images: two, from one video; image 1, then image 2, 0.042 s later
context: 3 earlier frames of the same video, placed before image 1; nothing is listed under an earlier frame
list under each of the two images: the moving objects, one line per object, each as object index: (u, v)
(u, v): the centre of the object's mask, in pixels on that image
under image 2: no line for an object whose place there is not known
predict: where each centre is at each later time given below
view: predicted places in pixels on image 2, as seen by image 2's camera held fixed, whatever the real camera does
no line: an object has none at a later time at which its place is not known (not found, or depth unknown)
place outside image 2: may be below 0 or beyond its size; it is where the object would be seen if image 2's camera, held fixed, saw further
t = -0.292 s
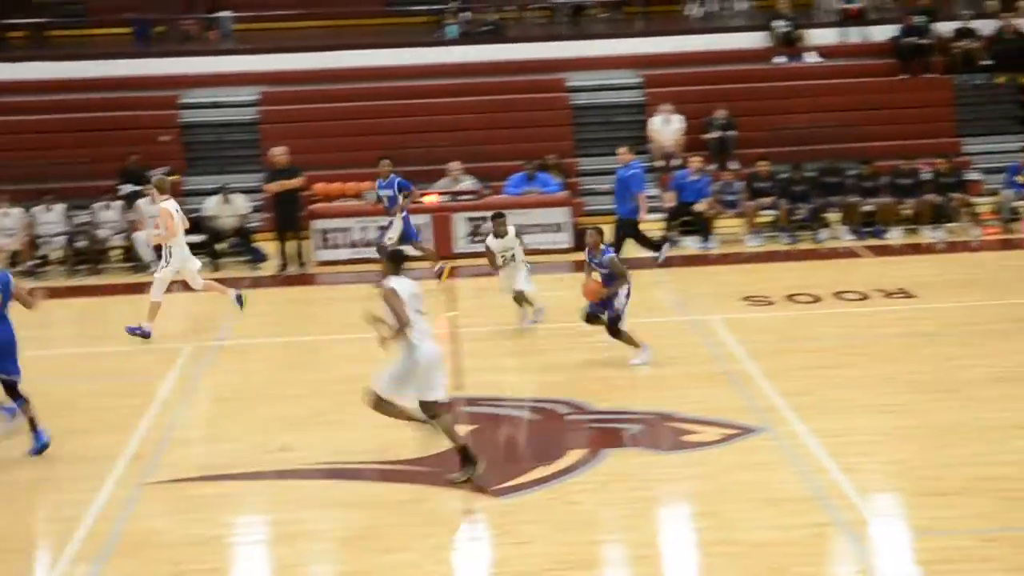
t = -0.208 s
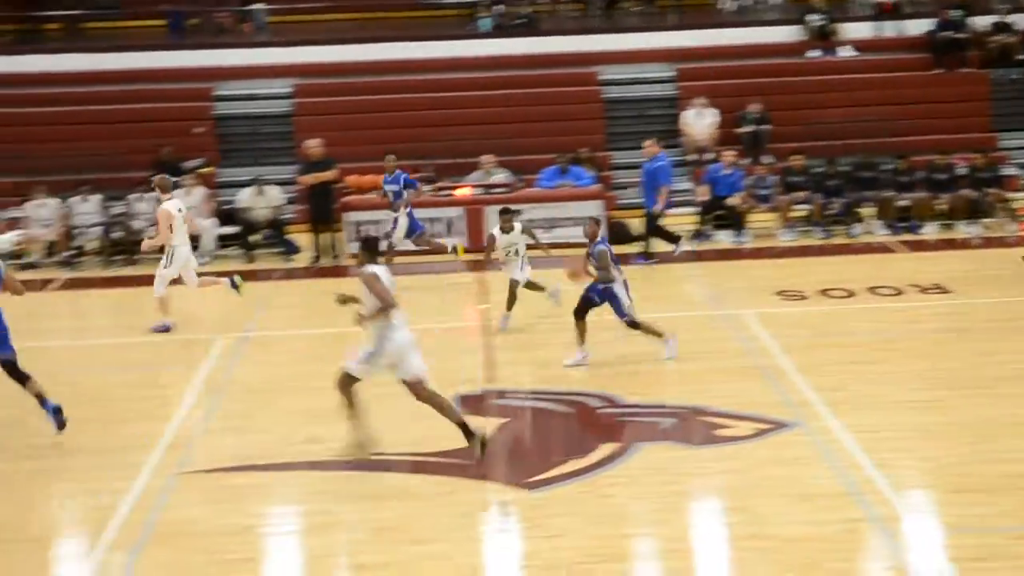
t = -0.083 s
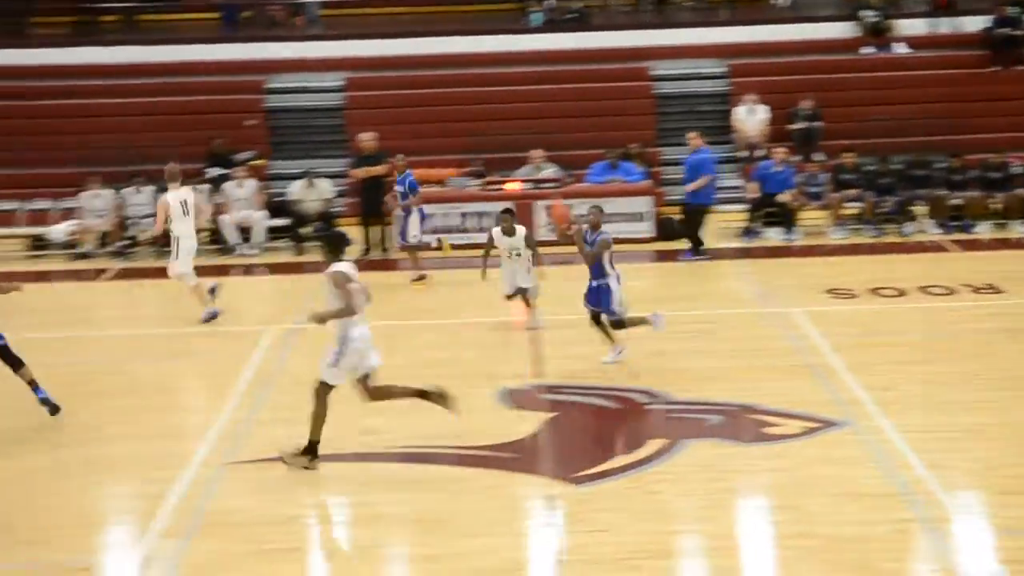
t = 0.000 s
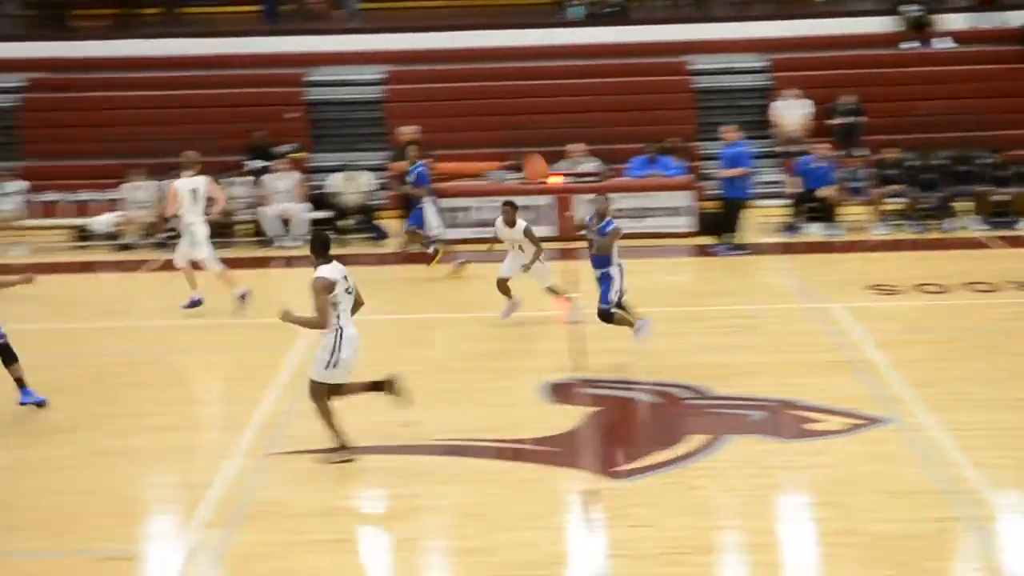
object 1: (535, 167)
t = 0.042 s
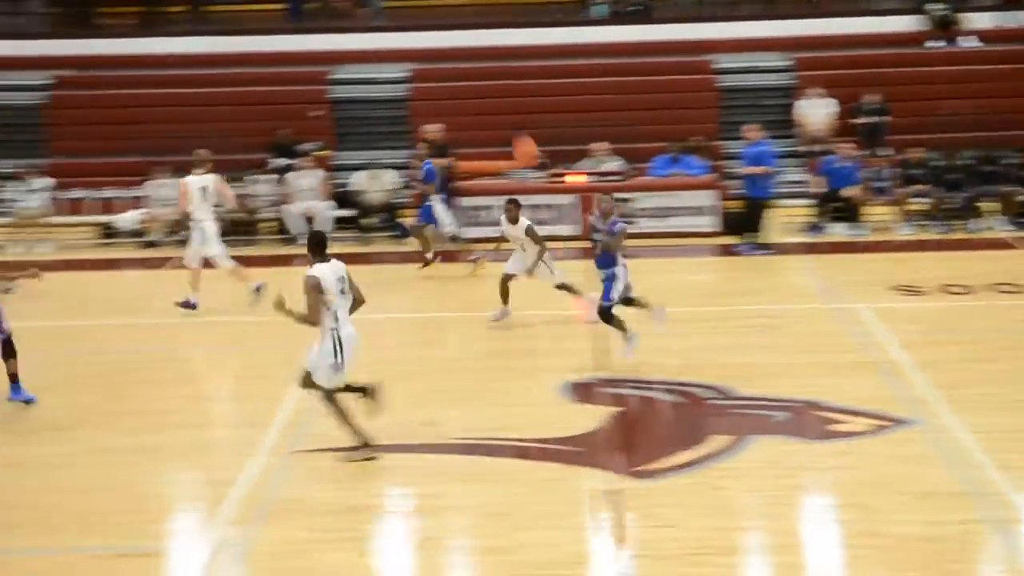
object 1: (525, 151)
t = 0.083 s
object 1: (496, 135)
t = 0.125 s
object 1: (464, 122)
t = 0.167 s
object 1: (430, 109)
